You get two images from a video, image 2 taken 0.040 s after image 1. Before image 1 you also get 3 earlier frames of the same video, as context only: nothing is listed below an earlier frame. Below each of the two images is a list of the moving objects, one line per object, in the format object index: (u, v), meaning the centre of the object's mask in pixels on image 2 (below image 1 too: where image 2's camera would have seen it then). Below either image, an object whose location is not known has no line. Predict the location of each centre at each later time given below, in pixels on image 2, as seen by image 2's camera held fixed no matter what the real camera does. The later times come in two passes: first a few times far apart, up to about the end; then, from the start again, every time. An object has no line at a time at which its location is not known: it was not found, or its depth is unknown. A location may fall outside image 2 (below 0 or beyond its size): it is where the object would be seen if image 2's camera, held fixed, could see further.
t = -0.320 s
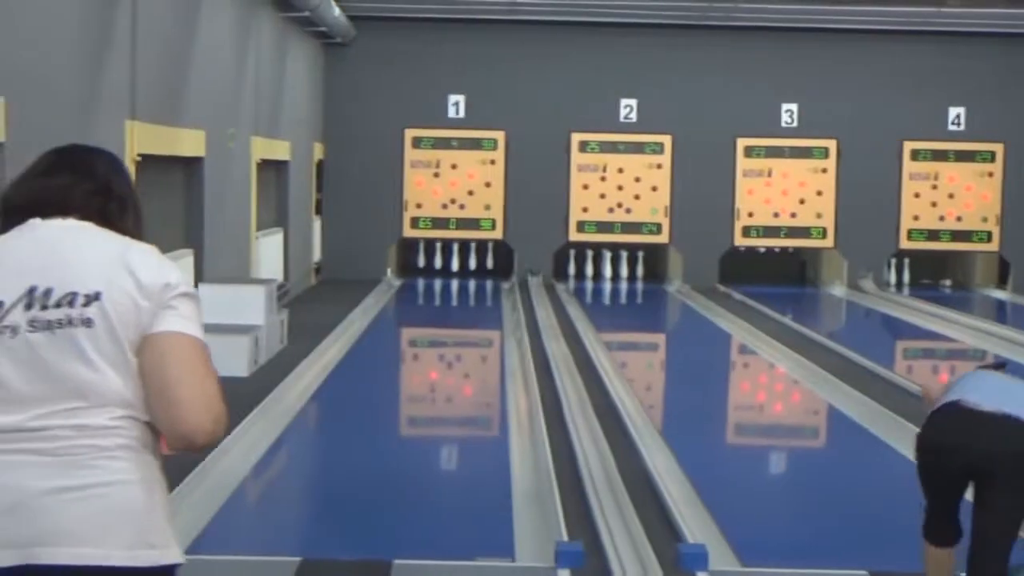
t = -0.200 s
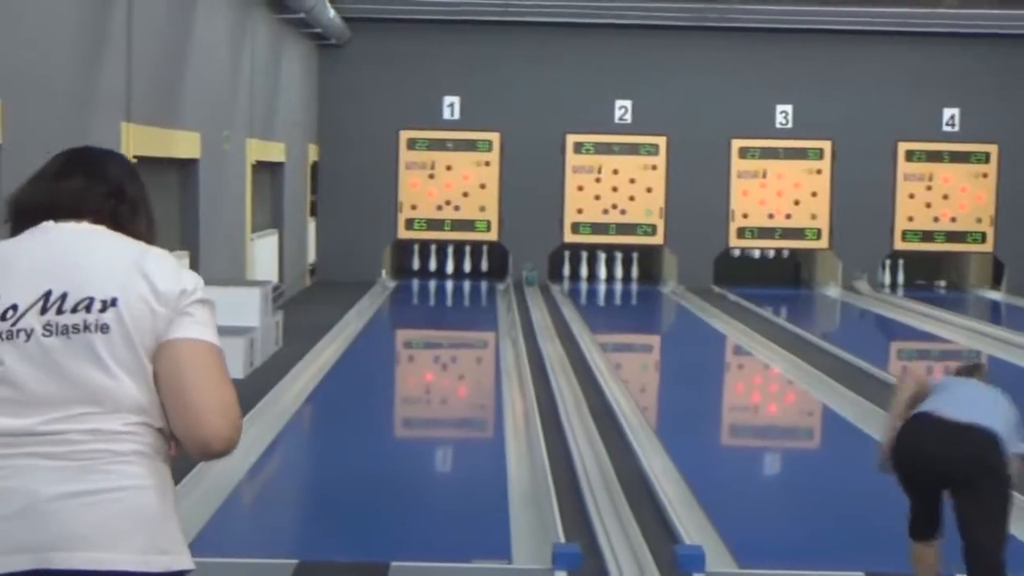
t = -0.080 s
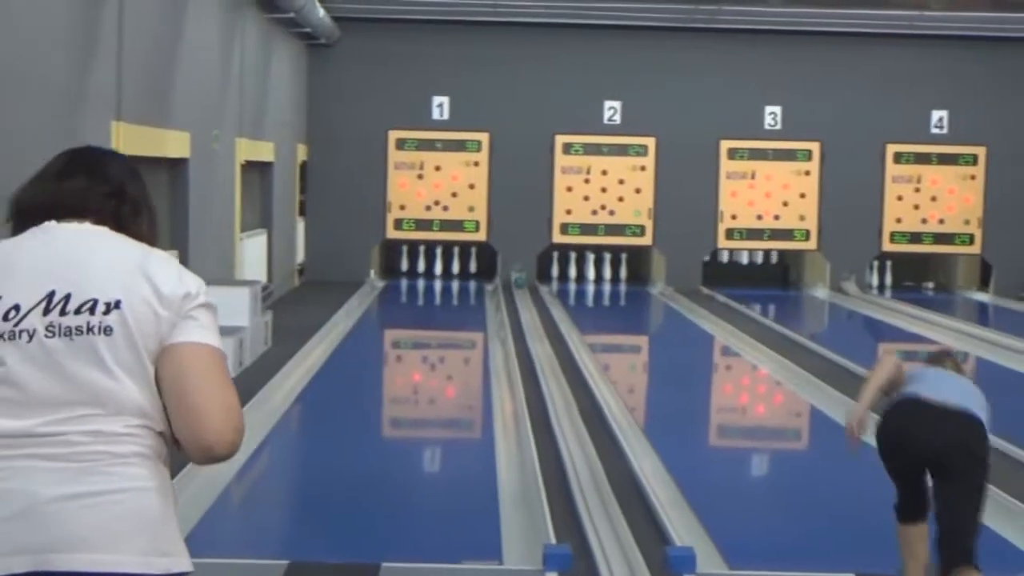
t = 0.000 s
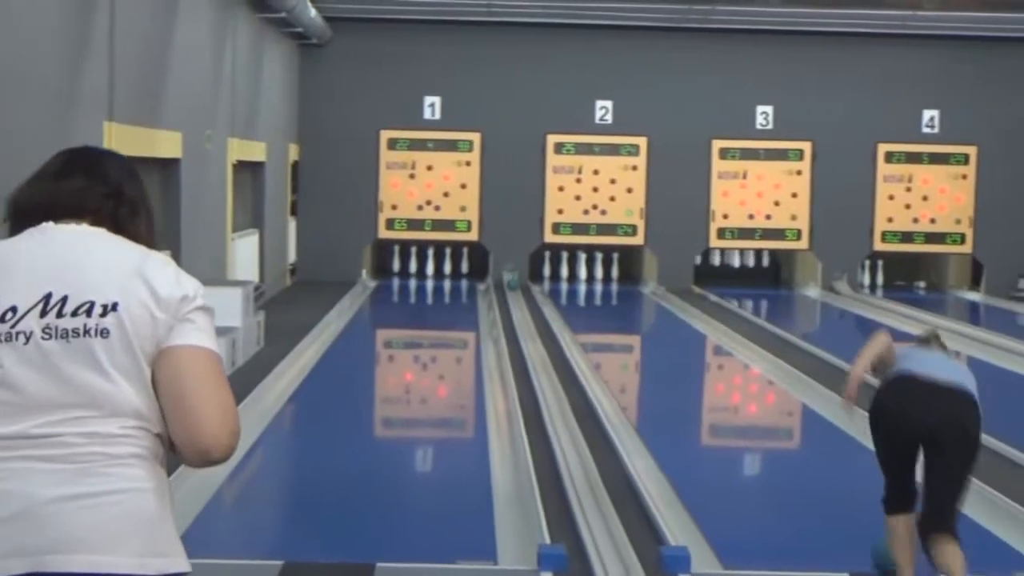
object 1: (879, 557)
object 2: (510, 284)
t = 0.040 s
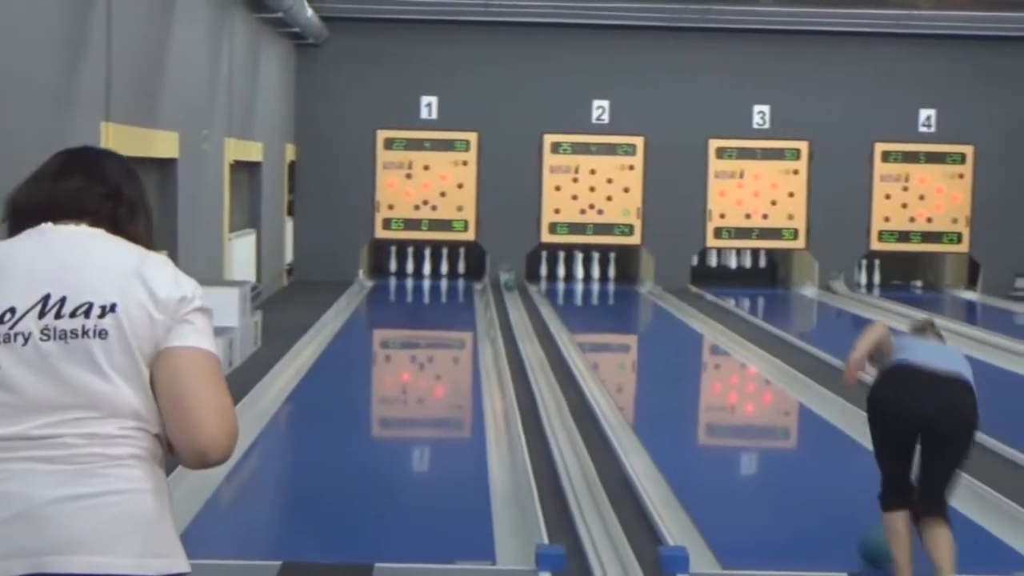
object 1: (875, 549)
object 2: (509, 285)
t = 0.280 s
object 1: (828, 498)
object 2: (510, 289)
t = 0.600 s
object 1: (778, 446)
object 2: (512, 296)
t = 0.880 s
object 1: (744, 416)
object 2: (515, 304)
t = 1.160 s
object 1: (718, 393)
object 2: (518, 311)
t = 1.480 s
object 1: (695, 372)
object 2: (522, 323)
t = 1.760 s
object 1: (677, 357)
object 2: (527, 333)
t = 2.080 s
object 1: (661, 341)
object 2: (533, 347)
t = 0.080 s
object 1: (868, 538)
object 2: (509, 285)
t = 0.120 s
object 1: (861, 530)
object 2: (509, 286)
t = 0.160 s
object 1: (850, 522)
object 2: (509, 287)
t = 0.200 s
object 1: (842, 512)
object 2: (510, 288)
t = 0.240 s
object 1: (835, 505)
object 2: (510, 288)
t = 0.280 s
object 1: (828, 498)
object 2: (510, 289)
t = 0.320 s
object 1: (820, 490)
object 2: (510, 290)
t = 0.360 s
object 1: (813, 484)
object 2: (510, 291)
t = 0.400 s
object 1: (805, 477)
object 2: (511, 292)
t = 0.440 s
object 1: (799, 471)
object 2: (511, 293)
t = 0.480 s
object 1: (794, 464)
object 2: (511, 294)
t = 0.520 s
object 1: (788, 459)
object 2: (511, 295)
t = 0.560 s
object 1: (782, 451)
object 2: (511, 295)
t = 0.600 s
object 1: (778, 446)
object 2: (512, 296)
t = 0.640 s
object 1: (771, 441)
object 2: (512, 298)
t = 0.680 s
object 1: (767, 437)
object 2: (513, 298)
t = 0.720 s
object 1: (762, 431)
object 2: (513, 300)
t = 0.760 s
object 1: (757, 428)
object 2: (513, 300)
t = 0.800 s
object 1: (752, 424)
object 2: (514, 301)
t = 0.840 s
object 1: (748, 420)
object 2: (514, 303)
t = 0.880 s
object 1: (744, 416)
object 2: (515, 304)
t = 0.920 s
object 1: (740, 412)
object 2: (515, 305)
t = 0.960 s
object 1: (736, 409)
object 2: (516, 307)
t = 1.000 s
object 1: (732, 405)
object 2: (516, 308)
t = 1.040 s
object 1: (728, 402)
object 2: (517, 308)
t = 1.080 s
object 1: (725, 399)
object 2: (517, 309)
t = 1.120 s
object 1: (722, 396)
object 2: (518, 310)
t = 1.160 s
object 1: (718, 393)
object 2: (518, 311)
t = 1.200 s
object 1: (715, 390)
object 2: (519, 313)
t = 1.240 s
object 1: (712, 387)
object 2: (519, 314)
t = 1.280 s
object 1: (709, 384)
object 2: (520, 316)
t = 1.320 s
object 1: (706, 381)
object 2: (520, 317)
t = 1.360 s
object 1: (703, 379)
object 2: (521, 319)
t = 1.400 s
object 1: (701, 376)
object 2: (521, 320)
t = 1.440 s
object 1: (698, 374)
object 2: (522, 321)
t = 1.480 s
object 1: (695, 372)
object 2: (522, 323)
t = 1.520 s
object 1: (692, 370)
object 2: (523, 324)
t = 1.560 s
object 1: (691, 368)
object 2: (523, 326)
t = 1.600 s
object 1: (687, 366)
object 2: (524, 327)
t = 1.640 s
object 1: (685, 365)
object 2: (525, 329)
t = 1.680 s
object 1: (682, 362)
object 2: (526, 330)
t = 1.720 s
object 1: (680, 359)
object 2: (526, 332)
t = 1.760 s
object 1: (677, 357)
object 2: (527, 333)
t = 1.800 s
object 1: (676, 355)
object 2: (527, 335)
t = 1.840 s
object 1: (675, 353)
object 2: (528, 336)
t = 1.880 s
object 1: (672, 351)
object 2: (529, 338)
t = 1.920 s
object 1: (670, 349)
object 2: (530, 340)
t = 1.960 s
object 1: (667, 347)
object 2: (531, 342)
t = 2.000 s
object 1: (665, 345)
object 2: (532, 343)
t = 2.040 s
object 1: (664, 343)
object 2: (532, 345)
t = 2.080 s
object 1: (661, 341)
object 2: (533, 347)
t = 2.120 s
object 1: (660, 340)
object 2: (534, 348)
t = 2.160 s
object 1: (658, 338)
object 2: (535, 351)
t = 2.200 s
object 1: (656, 337)
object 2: (536, 352)
